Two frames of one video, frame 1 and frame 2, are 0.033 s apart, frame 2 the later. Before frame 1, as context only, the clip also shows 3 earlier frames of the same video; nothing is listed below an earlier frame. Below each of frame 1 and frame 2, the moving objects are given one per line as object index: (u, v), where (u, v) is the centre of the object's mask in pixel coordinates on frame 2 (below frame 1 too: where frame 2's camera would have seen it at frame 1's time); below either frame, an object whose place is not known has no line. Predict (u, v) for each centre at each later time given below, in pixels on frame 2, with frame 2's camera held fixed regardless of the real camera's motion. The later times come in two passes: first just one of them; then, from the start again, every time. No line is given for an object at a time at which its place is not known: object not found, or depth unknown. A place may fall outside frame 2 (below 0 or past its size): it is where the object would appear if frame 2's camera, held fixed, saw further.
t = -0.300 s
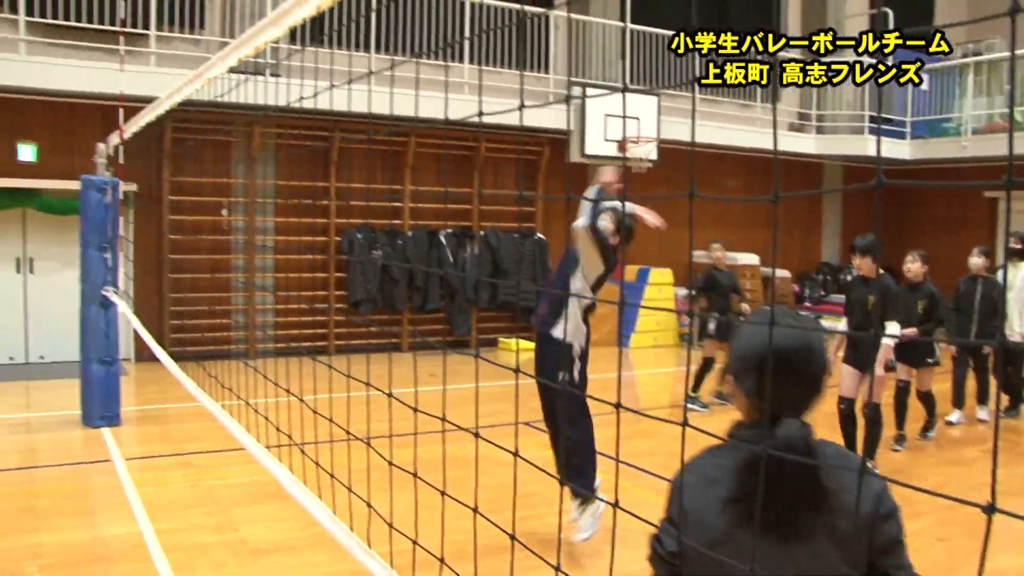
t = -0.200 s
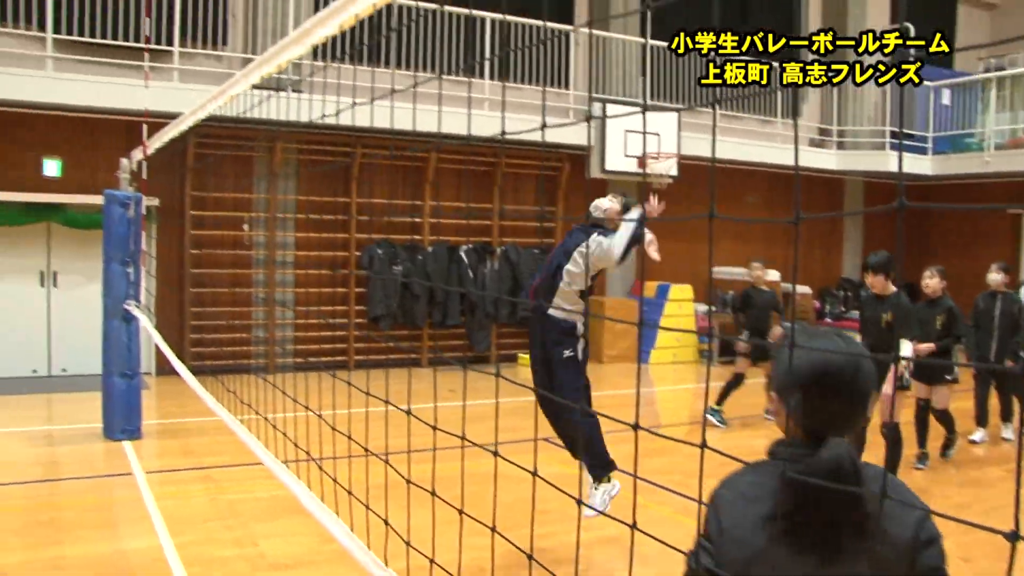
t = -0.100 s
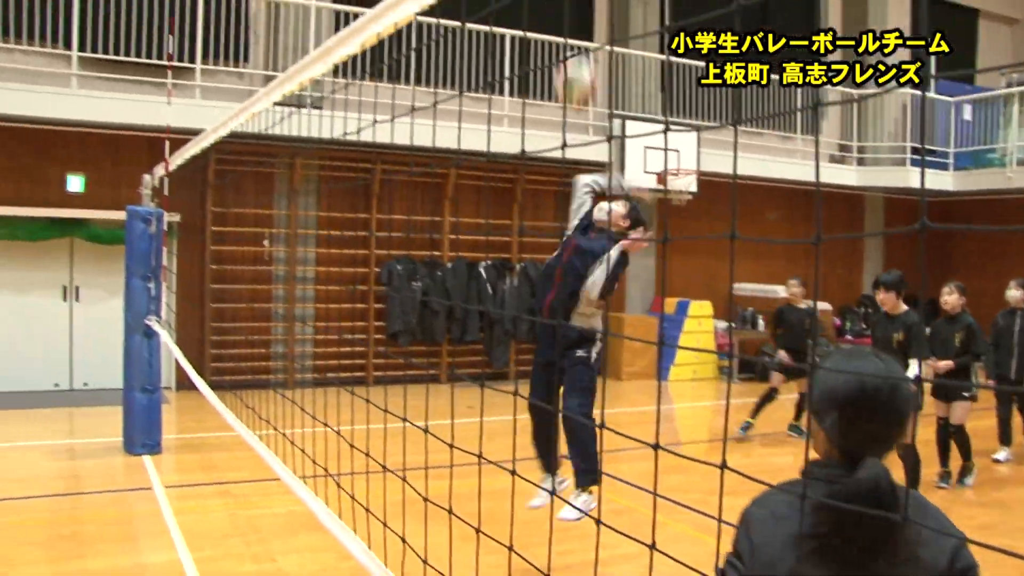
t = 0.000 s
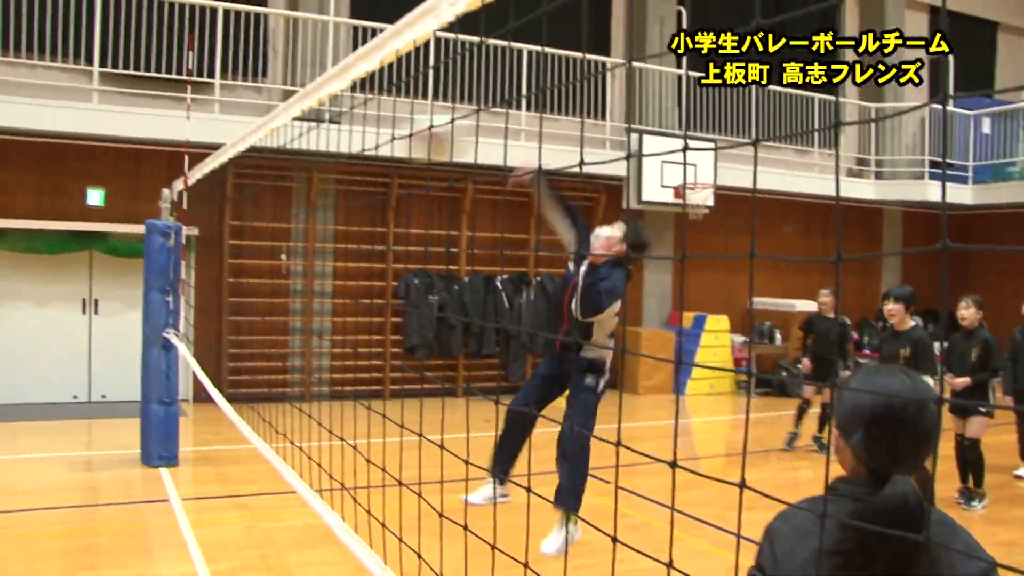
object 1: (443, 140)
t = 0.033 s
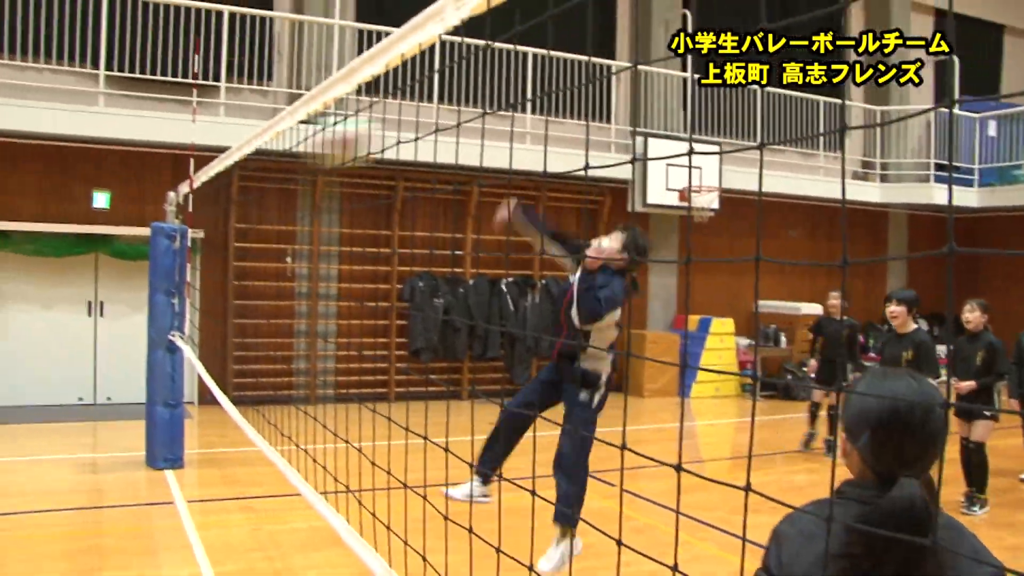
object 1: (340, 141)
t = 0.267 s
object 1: (280, 292)
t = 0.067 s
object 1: (257, 155)
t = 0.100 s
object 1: (254, 161)
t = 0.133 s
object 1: (259, 181)
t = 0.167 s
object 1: (263, 203)
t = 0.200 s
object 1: (269, 230)
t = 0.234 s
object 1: (274, 258)
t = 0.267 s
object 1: (280, 292)
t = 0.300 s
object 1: (285, 330)
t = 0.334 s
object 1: (290, 368)
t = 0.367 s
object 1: (298, 404)
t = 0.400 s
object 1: (297, 457)
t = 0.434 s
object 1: (300, 513)
